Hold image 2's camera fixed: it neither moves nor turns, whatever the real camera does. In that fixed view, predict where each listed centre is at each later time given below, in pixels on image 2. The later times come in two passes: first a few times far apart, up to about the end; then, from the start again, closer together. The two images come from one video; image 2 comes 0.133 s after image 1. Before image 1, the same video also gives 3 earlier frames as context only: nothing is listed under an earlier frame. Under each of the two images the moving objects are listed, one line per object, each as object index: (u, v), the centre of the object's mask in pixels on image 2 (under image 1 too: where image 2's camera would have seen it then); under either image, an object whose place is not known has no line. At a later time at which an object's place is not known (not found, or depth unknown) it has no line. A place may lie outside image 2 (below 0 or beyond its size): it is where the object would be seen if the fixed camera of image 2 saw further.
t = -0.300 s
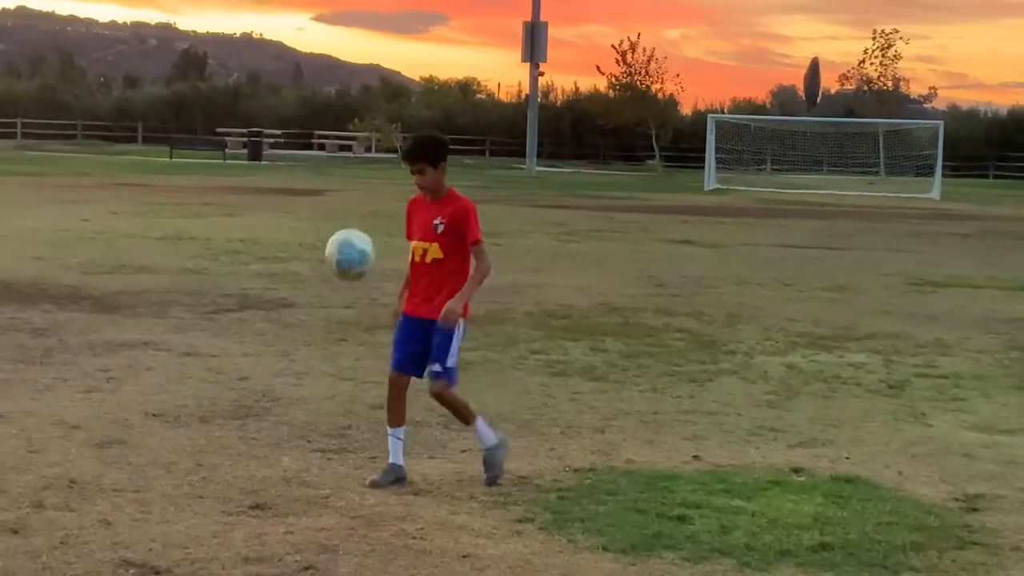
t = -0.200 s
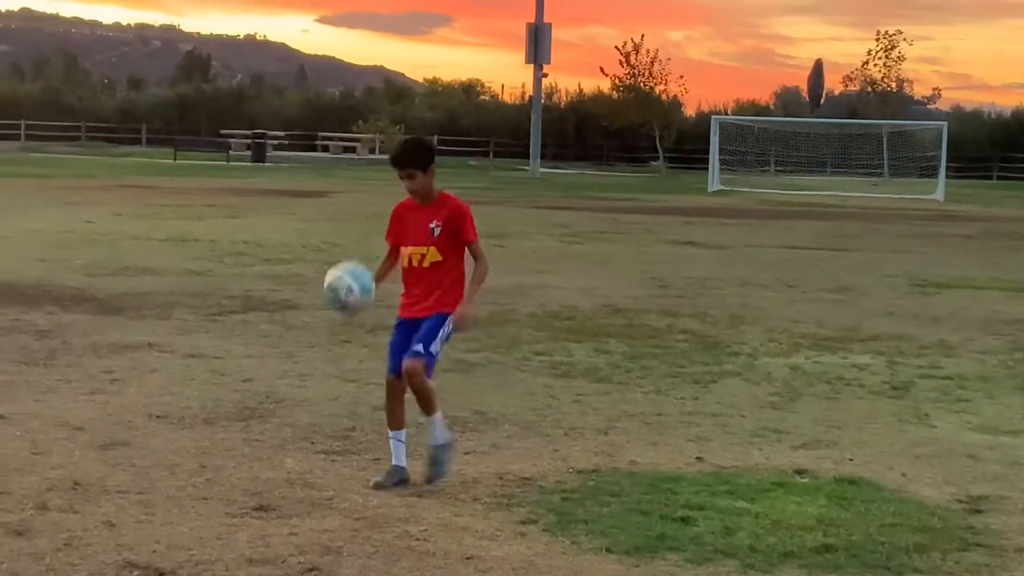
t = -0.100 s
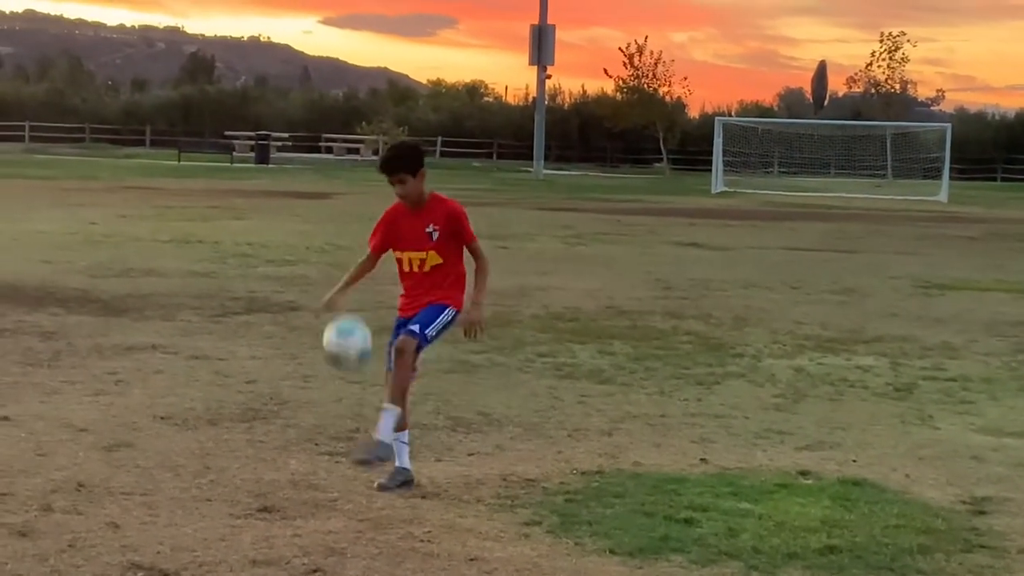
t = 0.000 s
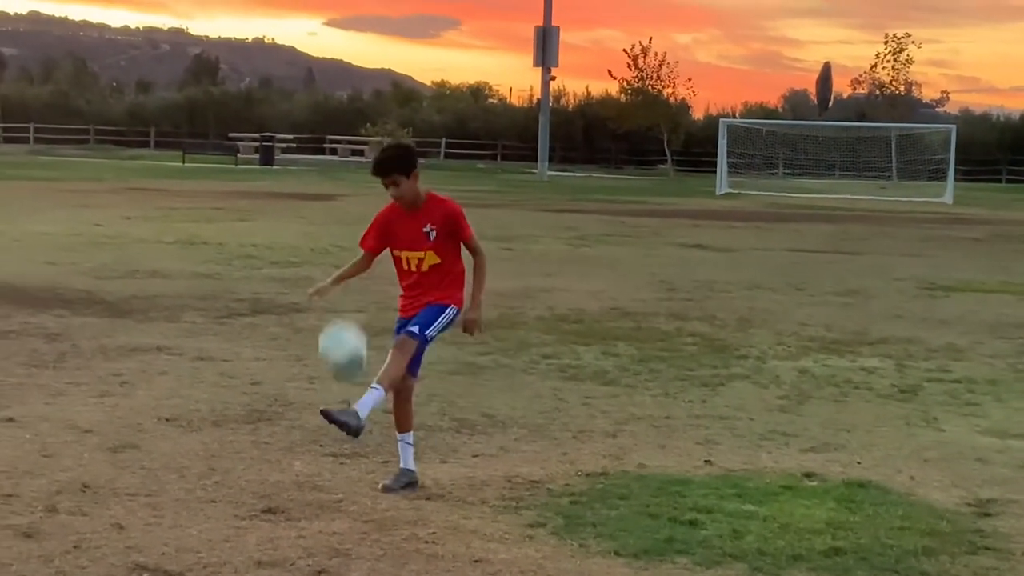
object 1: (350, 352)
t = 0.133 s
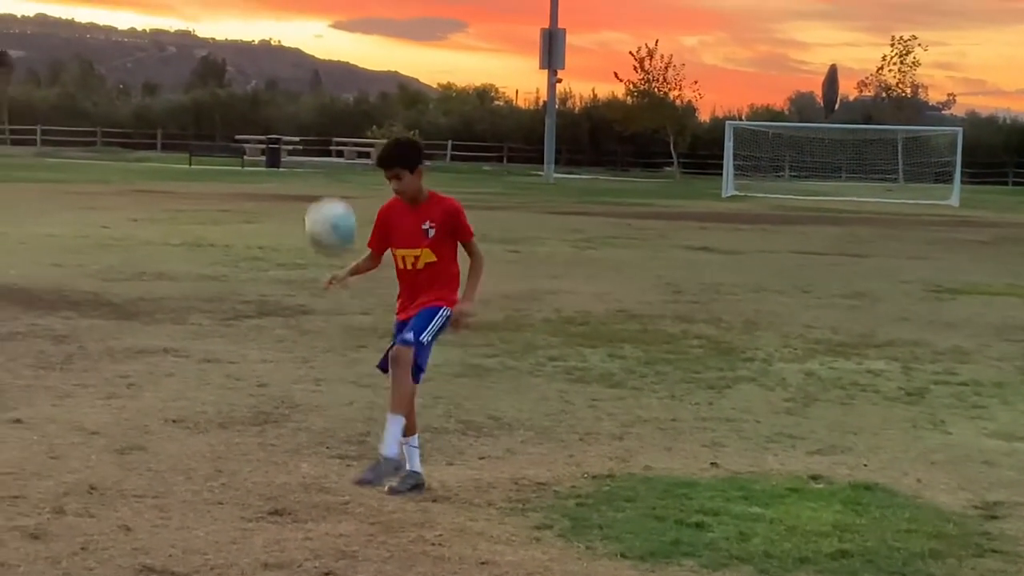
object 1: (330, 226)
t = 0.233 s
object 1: (316, 157)
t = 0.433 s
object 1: (284, 83)
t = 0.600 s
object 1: (257, 100)
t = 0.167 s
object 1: (325, 200)
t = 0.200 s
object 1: (321, 177)
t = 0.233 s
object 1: (316, 157)
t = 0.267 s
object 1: (311, 136)
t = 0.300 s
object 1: (306, 123)
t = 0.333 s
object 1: (301, 110)
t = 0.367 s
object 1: (296, 98)
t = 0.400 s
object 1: (290, 91)
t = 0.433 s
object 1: (284, 83)
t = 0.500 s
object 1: (274, 83)
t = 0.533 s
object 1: (268, 86)
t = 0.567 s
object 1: (263, 91)
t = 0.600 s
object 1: (257, 100)
